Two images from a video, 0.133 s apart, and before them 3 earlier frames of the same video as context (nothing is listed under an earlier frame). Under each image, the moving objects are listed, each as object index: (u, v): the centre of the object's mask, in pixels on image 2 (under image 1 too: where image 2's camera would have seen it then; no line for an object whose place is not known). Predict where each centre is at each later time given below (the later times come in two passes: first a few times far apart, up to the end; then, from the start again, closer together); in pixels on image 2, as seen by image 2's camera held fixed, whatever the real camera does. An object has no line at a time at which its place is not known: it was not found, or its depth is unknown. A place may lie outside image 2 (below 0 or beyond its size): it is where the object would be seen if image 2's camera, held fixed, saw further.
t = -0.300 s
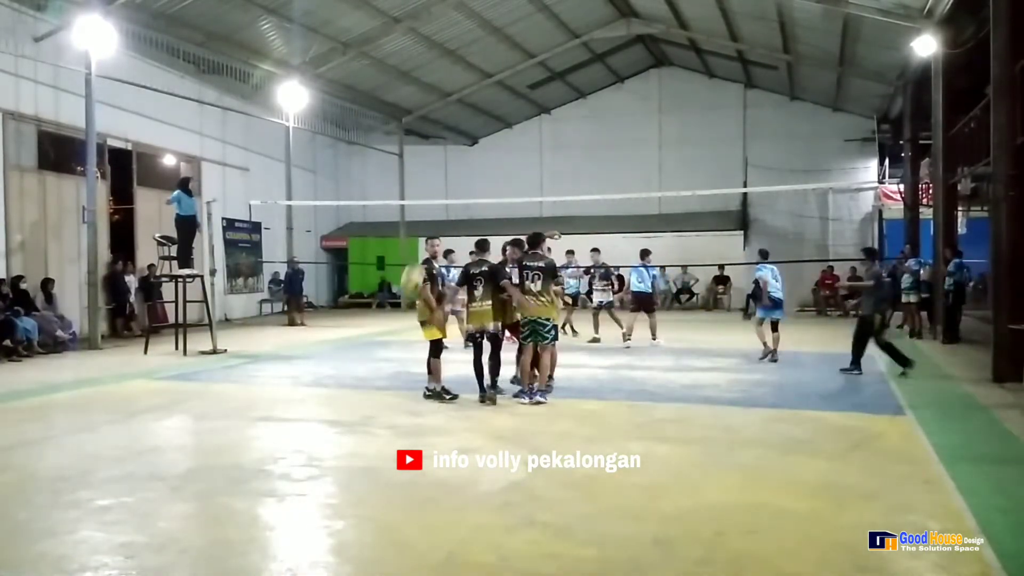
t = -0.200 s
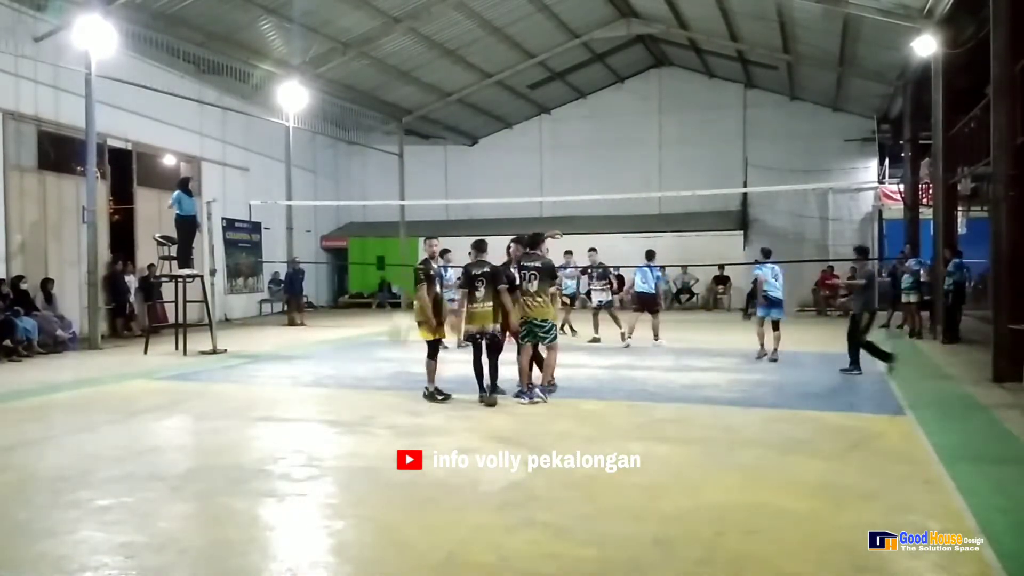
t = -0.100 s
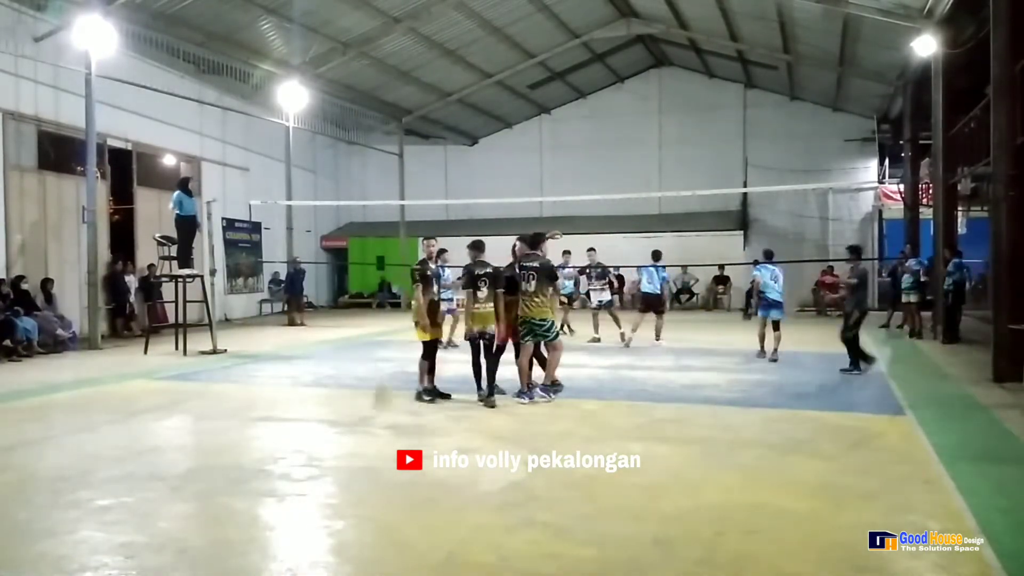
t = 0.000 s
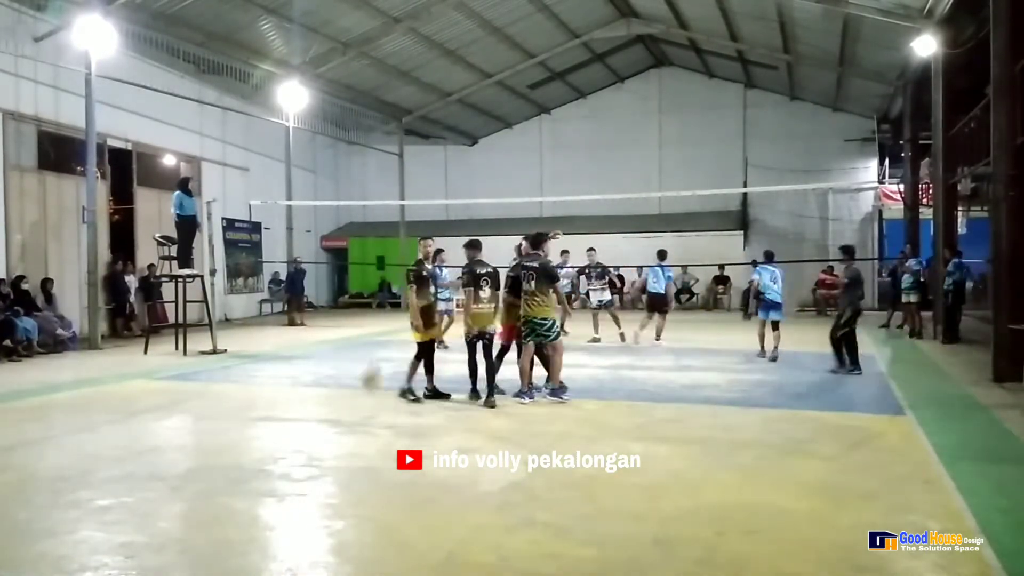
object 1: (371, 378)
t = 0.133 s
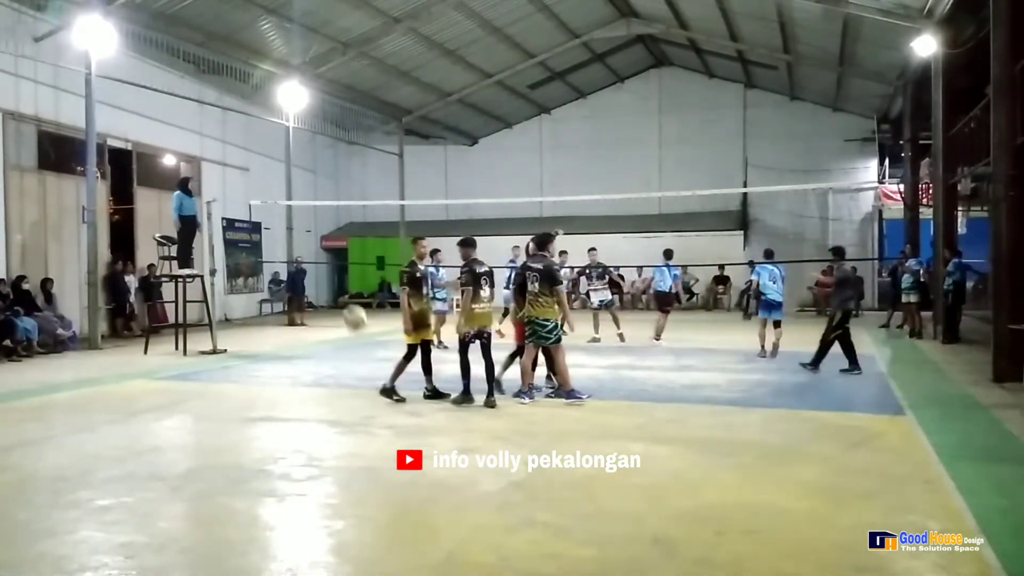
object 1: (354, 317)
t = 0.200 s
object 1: (347, 296)
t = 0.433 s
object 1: (318, 255)
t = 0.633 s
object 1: (292, 265)
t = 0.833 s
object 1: (264, 325)
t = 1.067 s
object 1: (233, 435)
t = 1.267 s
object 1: (200, 357)
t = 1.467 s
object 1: (166, 323)
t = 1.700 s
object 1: (126, 355)
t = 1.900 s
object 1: (89, 454)
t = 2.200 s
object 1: (22, 398)
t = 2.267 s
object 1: (11, 389)
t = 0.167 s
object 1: (351, 306)
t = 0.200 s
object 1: (347, 296)
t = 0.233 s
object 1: (343, 289)
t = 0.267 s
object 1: (340, 280)
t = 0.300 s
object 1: (335, 272)
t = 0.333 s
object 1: (331, 267)
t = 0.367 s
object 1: (328, 262)
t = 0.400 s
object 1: (323, 258)
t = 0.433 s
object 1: (318, 255)
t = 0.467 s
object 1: (314, 254)
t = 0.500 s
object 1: (310, 254)
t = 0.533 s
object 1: (305, 255)
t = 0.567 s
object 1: (301, 258)
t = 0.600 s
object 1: (298, 261)
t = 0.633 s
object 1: (292, 265)
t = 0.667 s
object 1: (287, 273)
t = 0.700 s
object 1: (283, 282)
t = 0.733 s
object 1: (278, 289)
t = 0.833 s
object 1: (264, 325)
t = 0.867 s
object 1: (260, 343)
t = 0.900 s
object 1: (257, 359)
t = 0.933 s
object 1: (251, 378)
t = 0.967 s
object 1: (247, 398)
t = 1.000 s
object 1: (242, 421)
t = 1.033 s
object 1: (237, 444)
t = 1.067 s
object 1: (233, 435)
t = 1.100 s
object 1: (227, 418)
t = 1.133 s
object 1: (222, 403)
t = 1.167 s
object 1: (216, 391)
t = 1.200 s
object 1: (211, 378)
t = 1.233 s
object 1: (205, 365)
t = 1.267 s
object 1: (200, 357)
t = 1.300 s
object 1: (196, 348)
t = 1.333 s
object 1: (188, 339)
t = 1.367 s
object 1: (184, 333)
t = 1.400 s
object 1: (179, 329)
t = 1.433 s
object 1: (173, 324)
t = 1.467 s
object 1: (166, 323)
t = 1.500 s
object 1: (161, 323)
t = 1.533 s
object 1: (155, 324)
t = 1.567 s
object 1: (150, 327)
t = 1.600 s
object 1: (144, 331)
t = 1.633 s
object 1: (138, 338)
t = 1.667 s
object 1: (132, 345)
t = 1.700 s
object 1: (126, 355)
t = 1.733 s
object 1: (120, 368)
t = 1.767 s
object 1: (114, 381)
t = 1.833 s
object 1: (102, 413)
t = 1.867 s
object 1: (95, 432)
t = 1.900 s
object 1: (89, 454)
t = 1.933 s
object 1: (84, 475)
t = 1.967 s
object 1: (76, 478)
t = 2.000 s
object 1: (70, 462)
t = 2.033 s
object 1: (61, 446)
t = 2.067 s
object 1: (52, 434)
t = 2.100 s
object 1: (46, 422)
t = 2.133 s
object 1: (38, 413)
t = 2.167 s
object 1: (30, 405)
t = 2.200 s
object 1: (22, 398)
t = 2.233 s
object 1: (16, 393)
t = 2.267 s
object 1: (11, 389)
